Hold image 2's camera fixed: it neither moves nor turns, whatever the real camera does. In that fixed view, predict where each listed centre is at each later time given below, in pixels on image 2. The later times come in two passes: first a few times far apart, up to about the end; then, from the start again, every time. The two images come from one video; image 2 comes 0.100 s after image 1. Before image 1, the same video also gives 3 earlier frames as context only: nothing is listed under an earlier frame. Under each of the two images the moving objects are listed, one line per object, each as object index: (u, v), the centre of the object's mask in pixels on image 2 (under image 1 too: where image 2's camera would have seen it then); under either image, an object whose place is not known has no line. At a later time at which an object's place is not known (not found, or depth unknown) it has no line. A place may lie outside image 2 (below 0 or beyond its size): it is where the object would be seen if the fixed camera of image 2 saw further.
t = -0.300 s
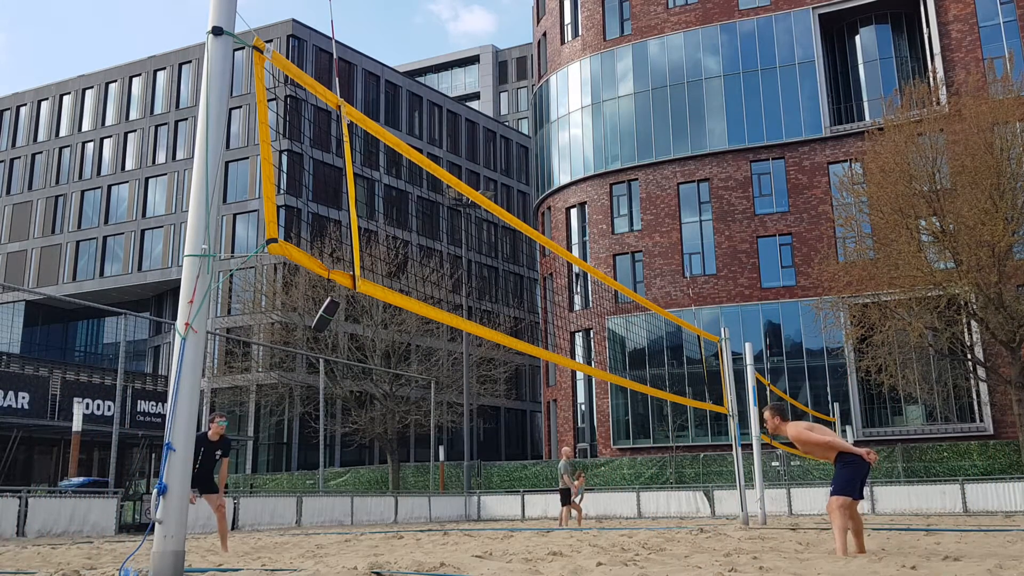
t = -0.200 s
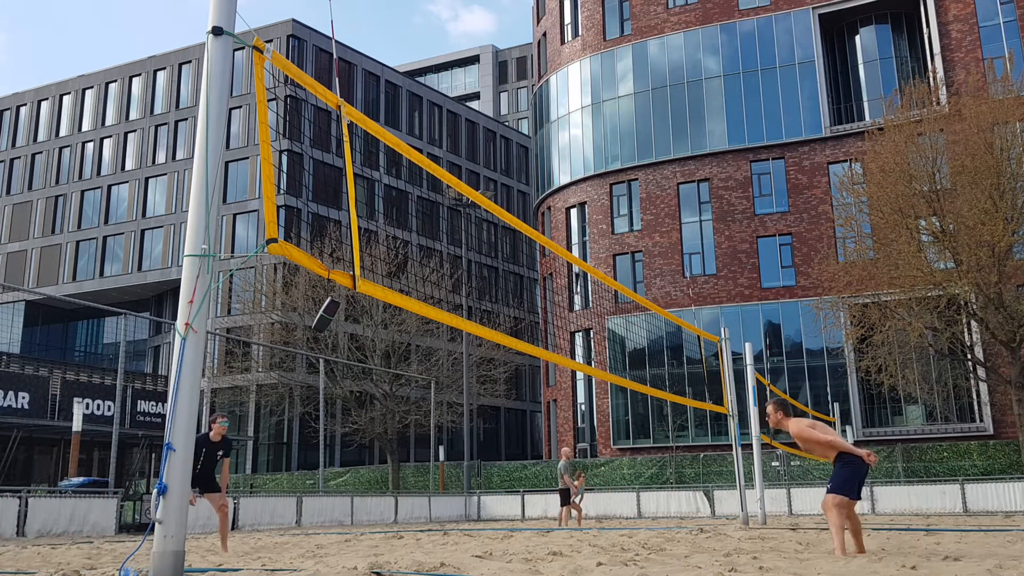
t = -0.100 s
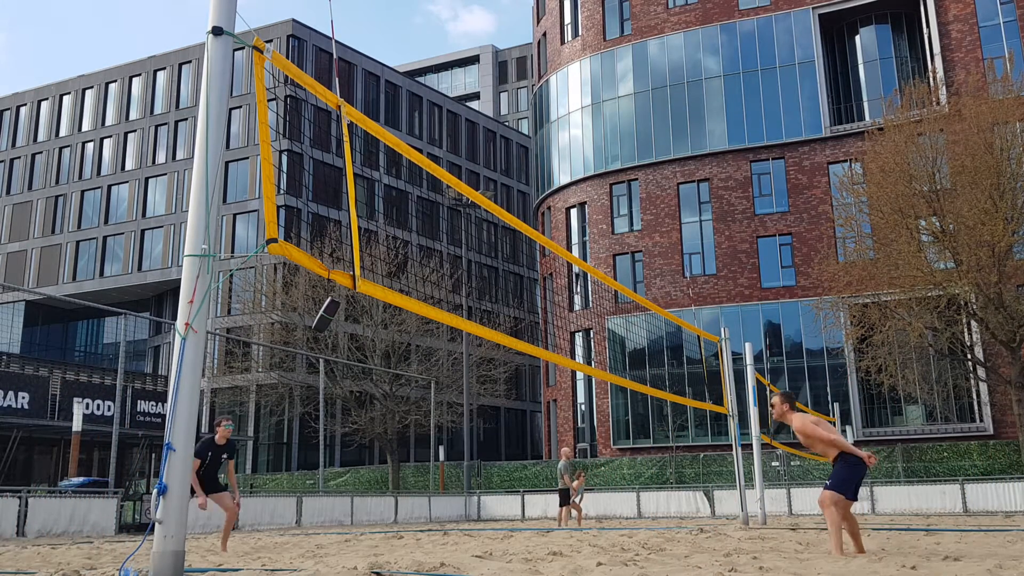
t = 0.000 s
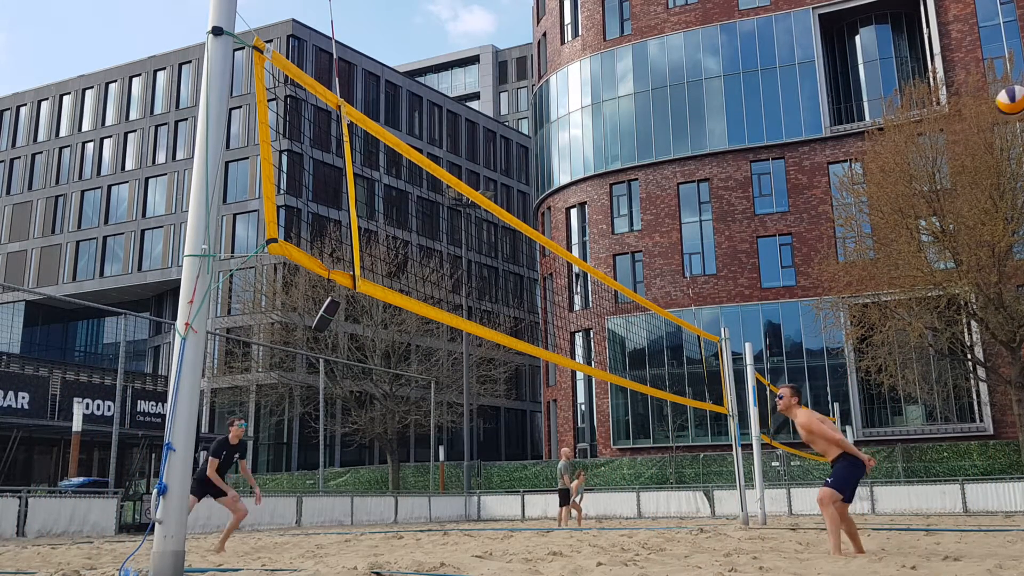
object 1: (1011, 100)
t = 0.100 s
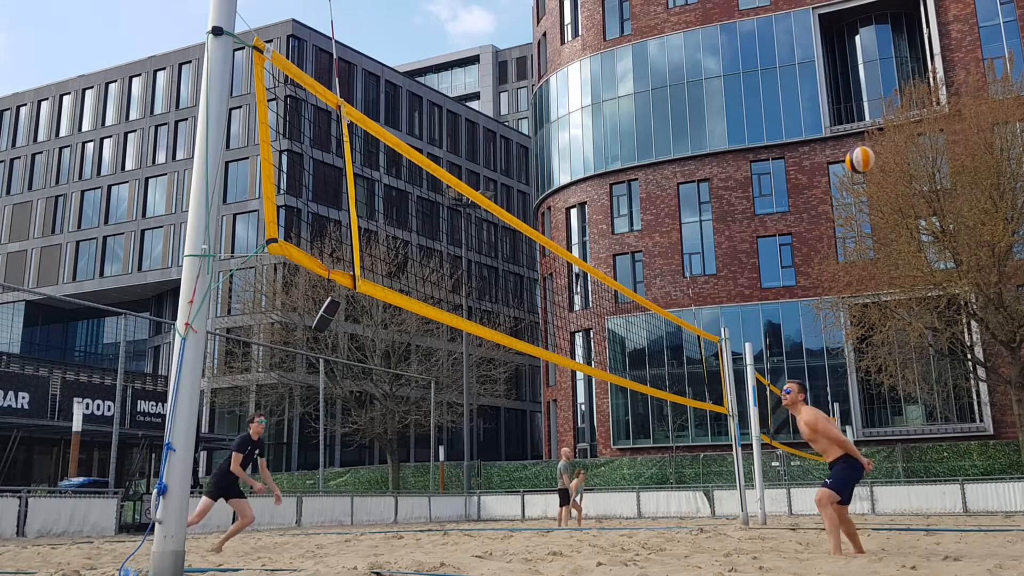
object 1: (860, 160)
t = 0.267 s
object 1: (674, 253)
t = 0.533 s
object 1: (502, 369)
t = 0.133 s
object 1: (815, 178)
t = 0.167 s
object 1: (776, 198)
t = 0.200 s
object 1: (739, 216)
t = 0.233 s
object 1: (705, 235)
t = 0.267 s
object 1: (674, 253)
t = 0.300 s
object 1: (644, 271)
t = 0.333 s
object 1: (620, 287)
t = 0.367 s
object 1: (597, 299)
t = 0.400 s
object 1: (576, 311)
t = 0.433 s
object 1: (555, 326)
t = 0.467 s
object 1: (537, 337)
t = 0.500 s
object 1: (519, 355)
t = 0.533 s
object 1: (502, 369)
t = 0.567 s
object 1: (485, 385)
